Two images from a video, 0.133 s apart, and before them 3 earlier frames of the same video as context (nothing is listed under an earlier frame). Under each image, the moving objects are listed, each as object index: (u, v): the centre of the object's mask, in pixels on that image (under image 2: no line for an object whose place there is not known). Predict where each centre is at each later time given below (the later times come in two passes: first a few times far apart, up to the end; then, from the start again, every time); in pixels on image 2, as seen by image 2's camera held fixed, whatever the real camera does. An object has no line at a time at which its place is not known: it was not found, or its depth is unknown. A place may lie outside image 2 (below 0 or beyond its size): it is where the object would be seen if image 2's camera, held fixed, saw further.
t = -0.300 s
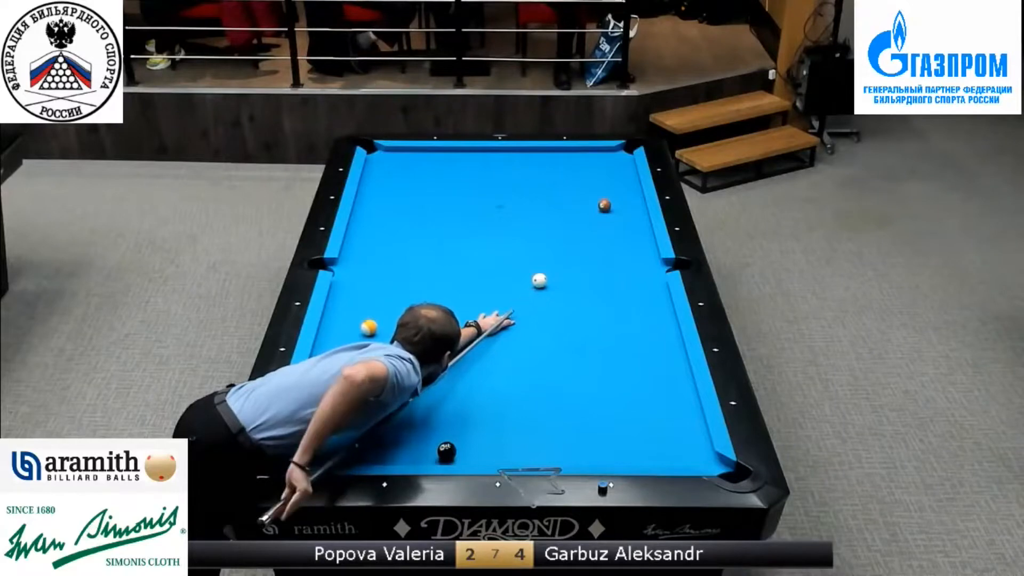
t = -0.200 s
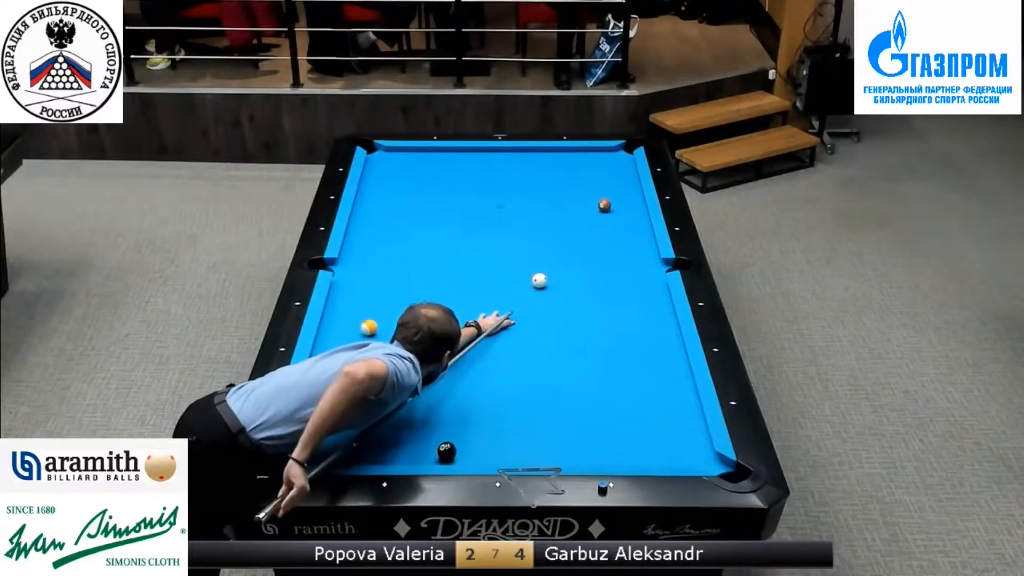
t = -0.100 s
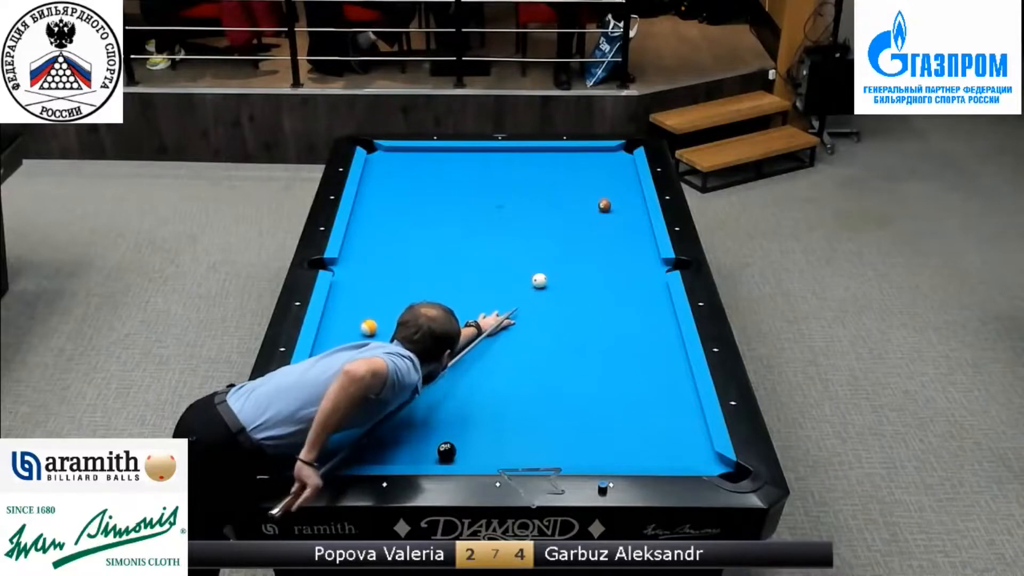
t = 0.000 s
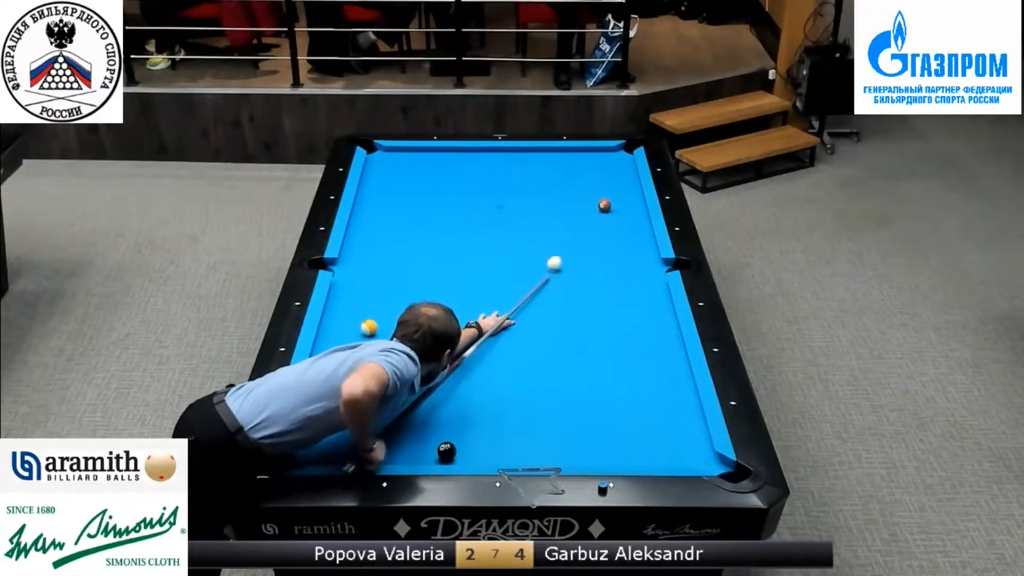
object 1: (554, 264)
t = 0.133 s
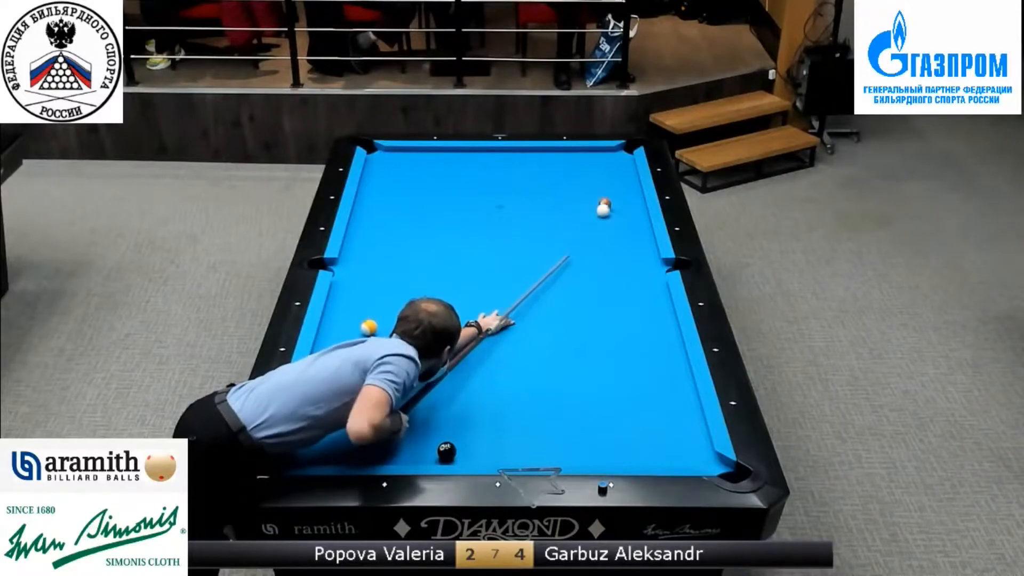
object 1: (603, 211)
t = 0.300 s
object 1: (630, 216)
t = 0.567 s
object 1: (639, 230)
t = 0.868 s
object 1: (630, 250)
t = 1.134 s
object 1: (621, 268)
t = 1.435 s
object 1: (610, 288)
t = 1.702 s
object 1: (601, 307)
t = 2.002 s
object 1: (590, 327)
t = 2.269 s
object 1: (580, 346)
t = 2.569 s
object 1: (568, 368)
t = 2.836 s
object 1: (558, 387)
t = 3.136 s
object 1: (546, 408)
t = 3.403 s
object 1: (536, 427)
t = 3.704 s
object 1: (524, 448)
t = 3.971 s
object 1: (513, 458)
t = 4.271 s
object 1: (502, 449)
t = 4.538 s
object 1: (493, 440)
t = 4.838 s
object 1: (485, 432)
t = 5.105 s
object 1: (478, 425)
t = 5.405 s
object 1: (472, 419)
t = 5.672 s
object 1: (469, 415)
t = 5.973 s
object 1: (465, 411)
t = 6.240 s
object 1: (463, 409)
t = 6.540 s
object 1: (463, 408)
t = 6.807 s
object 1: (463, 408)
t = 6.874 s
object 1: (463, 408)
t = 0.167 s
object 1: (609, 211)
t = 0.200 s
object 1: (615, 212)
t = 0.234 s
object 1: (621, 213)
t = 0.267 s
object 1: (625, 214)
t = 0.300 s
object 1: (630, 216)
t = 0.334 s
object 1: (633, 217)
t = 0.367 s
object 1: (637, 219)
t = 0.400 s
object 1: (641, 220)
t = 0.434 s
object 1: (644, 222)
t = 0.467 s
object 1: (643, 224)
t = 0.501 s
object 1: (642, 226)
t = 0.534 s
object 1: (641, 228)
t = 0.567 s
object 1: (639, 230)
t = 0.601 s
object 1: (638, 233)
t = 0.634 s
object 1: (638, 235)
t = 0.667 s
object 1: (636, 237)
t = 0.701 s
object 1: (635, 239)
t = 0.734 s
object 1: (634, 241)
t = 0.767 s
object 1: (633, 243)
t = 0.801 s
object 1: (632, 246)
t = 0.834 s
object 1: (631, 248)
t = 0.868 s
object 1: (630, 250)
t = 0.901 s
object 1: (628, 252)
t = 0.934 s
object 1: (627, 254)
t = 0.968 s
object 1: (626, 256)
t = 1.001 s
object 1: (625, 259)
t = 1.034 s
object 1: (624, 261)
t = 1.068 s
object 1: (623, 263)
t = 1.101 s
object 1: (622, 266)
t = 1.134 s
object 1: (621, 268)
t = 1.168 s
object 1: (619, 270)
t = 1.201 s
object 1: (618, 272)
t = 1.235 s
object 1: (617, 274)
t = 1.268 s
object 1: (616, 277)
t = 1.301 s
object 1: (615, 279)
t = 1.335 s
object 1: (614, 281)
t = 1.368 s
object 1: (612, 284)
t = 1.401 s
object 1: (611, 286)
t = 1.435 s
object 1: (610, 288)
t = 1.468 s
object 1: (609, 290)
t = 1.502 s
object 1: (608, 292)
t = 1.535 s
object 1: (606, 295)
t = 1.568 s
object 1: (605, 297)
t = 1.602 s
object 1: (604, 300)
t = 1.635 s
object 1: (603, 302)
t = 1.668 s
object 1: (602, 304)
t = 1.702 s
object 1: (601, 307)
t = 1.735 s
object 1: (599, 309)
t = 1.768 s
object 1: (598, 311)
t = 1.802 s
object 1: (597, 313)
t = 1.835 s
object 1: (596, 316)
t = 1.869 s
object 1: (595, 318)
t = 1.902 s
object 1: (593, 321)
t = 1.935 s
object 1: (592, 323)
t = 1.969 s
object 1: (591, 325)
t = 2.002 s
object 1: (590, 327)
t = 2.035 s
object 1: (588, 330)
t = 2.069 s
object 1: (587, 332)
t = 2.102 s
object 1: (586, 334)
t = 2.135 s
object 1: (585, 337)
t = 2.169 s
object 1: (583, 339)
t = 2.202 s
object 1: (582, 341)
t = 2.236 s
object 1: (581, 344)
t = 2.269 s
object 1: (580, 346)
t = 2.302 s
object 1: (578, 349)
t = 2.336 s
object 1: (577, 351)
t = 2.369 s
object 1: (576, 353)
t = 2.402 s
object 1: (575, 356)
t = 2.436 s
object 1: (573, 358)
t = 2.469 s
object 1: (572, 361)
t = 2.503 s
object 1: (571, 363)
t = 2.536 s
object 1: (569, 365)
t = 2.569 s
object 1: (568, 368)
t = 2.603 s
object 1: (567, 370)
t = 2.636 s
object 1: (566, 372)
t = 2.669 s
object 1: (564, 375)
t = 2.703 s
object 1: (563, 377)
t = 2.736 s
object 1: (562, 379)
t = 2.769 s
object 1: (560, 382)
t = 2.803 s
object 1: (559, 384)
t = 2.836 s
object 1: (558, 387)
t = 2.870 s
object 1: (556, 389)
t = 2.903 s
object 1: (555, 391)
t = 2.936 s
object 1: (554, 394)
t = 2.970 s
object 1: (553, 396)
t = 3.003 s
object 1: (551, 398)
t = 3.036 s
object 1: (550, 401)
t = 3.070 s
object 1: (549, 403)
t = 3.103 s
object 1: (547, 406)
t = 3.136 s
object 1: (546, 408)
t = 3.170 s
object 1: (545, 410)
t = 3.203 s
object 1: (544, 413)
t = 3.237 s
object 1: (542, 415)
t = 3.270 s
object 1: (541, 418)
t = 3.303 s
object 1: (540, 420)
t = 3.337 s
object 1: (538, 422)
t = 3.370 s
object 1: (537, 424)
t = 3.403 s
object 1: (536, 427)
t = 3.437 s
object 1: (534, 429)
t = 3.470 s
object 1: (533, 432)
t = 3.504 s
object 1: (532, 434)
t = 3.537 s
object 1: (530, 436)
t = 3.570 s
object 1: (529, 439)
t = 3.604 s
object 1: (528, 441)
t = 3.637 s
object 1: (527, 444)
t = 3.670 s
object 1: (525, 446)
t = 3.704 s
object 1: (524, 448)
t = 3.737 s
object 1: (523, 450)
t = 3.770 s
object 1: (521, 452)
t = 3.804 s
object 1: (520, 454)
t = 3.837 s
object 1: (518, 456)
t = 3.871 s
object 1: (517, 457)
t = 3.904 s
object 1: (516, 458)
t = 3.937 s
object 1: (514, 460)
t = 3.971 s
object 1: (513, 458)
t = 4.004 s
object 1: (512, 458)
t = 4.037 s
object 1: (511, 457)
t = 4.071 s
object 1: (509, 456)
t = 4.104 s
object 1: (508, 455)
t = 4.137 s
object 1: (507, 455)
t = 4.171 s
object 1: (506, 454)
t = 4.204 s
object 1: (504, 452)
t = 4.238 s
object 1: (503, 451)
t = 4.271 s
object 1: (502, 449)
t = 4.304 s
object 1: (501, 448)
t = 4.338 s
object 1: (499, 447)
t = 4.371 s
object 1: (498, 446)
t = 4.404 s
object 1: (497, 445)
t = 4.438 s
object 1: (496, 444)
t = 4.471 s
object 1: (496, 443)
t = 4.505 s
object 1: (494, 442)
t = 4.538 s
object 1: (493, 440)
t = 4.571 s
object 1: (492, 439)
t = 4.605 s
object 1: (491, 439)
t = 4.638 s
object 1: (490, 437)
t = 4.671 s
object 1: (489, 436)
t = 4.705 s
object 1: (488, 435)
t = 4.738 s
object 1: (487, 435)
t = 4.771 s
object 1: (487, 434)
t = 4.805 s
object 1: (486, 433)
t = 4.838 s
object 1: (485, 432)
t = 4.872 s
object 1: (484, 431)
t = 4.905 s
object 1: (483, 430)
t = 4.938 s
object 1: (482, 429)
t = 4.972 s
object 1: (481, 428)
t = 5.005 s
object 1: (481, 427)
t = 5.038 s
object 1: (480, 427)
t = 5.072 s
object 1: (479, 426)
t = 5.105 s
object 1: (478, 425)
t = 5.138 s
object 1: (477, 424)
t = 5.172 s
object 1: (477, 424)
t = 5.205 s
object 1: (476, 423)
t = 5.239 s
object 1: (475, 422)
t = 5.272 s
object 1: (475, 421)
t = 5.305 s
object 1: (474, 421)
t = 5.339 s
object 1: (474, 420)
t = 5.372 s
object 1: (473, 419)
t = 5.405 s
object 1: (472, 419)
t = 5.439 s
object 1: (472, 418)
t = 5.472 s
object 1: (471, 418)
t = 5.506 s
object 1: (471, 417)
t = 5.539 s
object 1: (470, 417)
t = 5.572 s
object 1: (470, 416)
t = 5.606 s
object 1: (470, 415)
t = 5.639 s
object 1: (469, 415)
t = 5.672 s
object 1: (469, 415)
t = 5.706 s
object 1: (468, 414)
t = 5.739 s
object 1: (468, 414)
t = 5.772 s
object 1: (468, 413)
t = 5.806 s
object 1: (467, 413)
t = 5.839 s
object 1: (467, 412)
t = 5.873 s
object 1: (466, 412)
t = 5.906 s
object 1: (466, 412)
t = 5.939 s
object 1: (466, 411)
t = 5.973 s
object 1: (465, 411)
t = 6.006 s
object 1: (465, 411)
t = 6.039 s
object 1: (465, 410)
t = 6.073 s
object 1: (464, 410)
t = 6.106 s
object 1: (464, 410)
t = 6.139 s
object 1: (464, 410)
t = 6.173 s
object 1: (464, 409)
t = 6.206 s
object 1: (464, 409)
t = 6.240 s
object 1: (463, 409)
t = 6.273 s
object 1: (463, 409)
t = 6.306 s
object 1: (463, 409)
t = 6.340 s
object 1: (463, 408)
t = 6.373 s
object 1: (463, 408)
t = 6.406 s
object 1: (463, 408)
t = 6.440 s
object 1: (463, 408)
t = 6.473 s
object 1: (463, 408)
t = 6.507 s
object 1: (463, 408)
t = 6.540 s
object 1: (463, 408)
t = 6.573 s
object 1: (463, 408)
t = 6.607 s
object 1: (463, 408)
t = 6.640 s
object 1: (463, 408)
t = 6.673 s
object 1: (462, 408)
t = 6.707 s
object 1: (463, 408)
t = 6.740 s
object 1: (463, 408)
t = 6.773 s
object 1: (463, 408)
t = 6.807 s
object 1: (463, 408)
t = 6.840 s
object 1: (463, 408)
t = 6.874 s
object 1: (463, 408)
